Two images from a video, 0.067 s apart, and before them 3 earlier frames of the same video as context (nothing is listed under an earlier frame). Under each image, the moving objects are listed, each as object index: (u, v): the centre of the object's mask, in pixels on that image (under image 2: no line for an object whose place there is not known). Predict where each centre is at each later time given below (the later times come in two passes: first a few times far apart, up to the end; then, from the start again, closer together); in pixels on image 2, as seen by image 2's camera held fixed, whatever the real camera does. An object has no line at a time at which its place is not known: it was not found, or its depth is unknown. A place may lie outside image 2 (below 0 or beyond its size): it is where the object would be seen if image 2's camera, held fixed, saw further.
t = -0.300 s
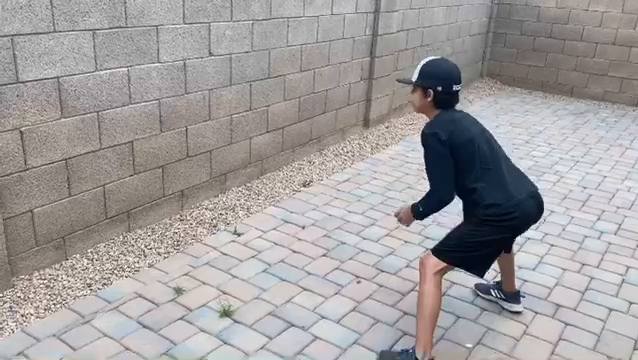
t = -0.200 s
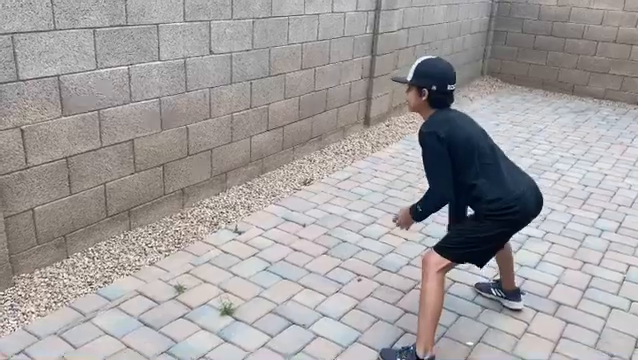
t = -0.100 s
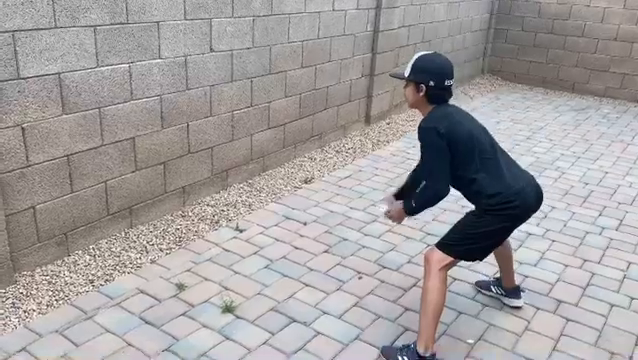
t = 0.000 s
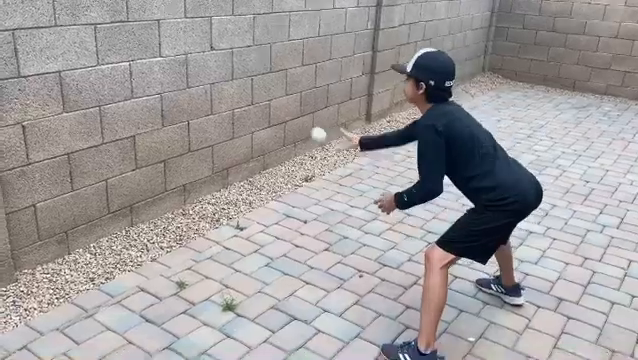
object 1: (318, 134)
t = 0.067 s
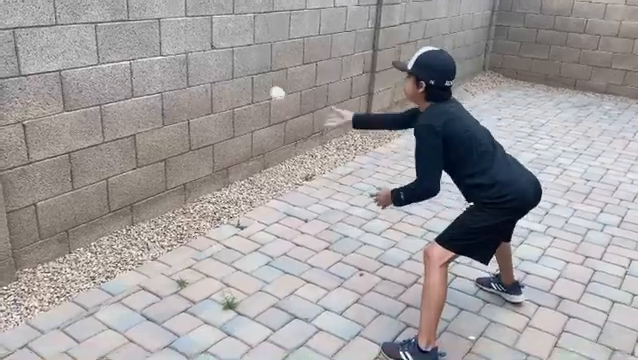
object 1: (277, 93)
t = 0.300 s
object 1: (196, 40)
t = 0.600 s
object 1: (297, 139)
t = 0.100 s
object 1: (257, 77)
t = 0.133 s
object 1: (238, 64)
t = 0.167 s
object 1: (219, 53)
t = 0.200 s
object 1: (200, 44)
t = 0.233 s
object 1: (184, 38)
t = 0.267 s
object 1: (185, 38)
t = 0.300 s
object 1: (196, 40)
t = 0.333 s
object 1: (208, 44)
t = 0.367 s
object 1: (220, 50)
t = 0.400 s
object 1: (233, 60)
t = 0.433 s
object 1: (246, 71)
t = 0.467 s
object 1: (259, 84)
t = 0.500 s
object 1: (272, 100)
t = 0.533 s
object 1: (285, 118)
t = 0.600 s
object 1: (297, 139)
